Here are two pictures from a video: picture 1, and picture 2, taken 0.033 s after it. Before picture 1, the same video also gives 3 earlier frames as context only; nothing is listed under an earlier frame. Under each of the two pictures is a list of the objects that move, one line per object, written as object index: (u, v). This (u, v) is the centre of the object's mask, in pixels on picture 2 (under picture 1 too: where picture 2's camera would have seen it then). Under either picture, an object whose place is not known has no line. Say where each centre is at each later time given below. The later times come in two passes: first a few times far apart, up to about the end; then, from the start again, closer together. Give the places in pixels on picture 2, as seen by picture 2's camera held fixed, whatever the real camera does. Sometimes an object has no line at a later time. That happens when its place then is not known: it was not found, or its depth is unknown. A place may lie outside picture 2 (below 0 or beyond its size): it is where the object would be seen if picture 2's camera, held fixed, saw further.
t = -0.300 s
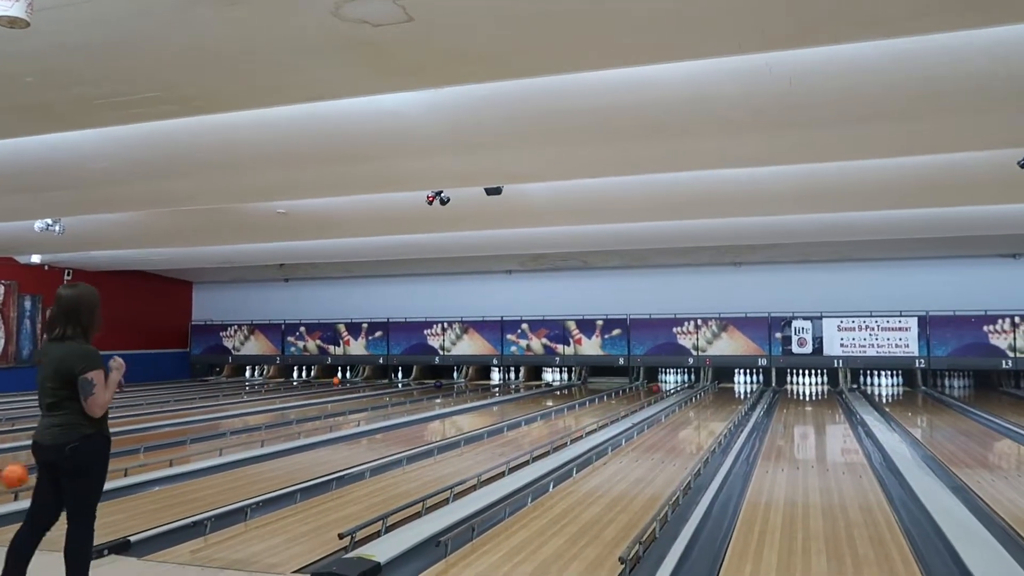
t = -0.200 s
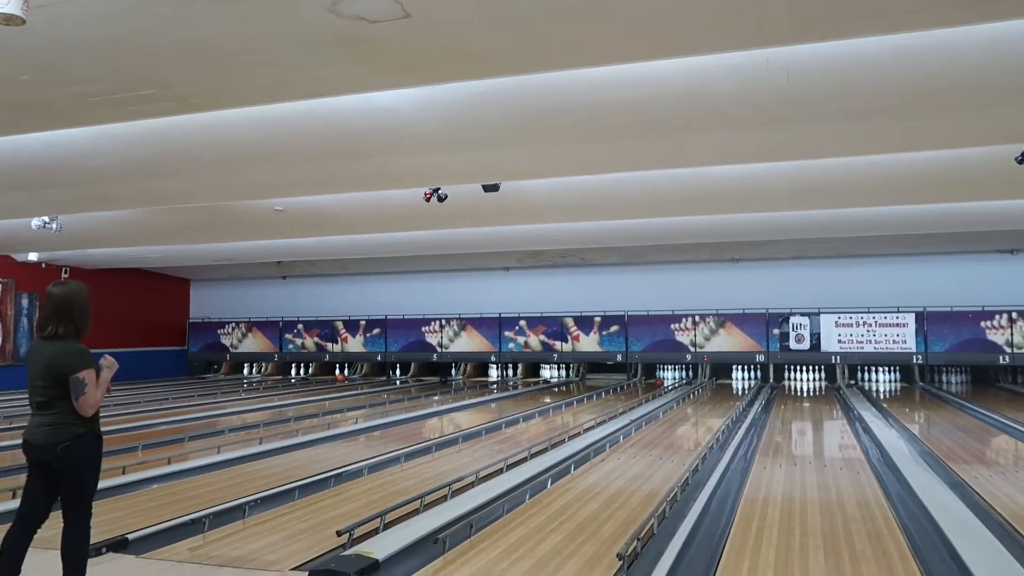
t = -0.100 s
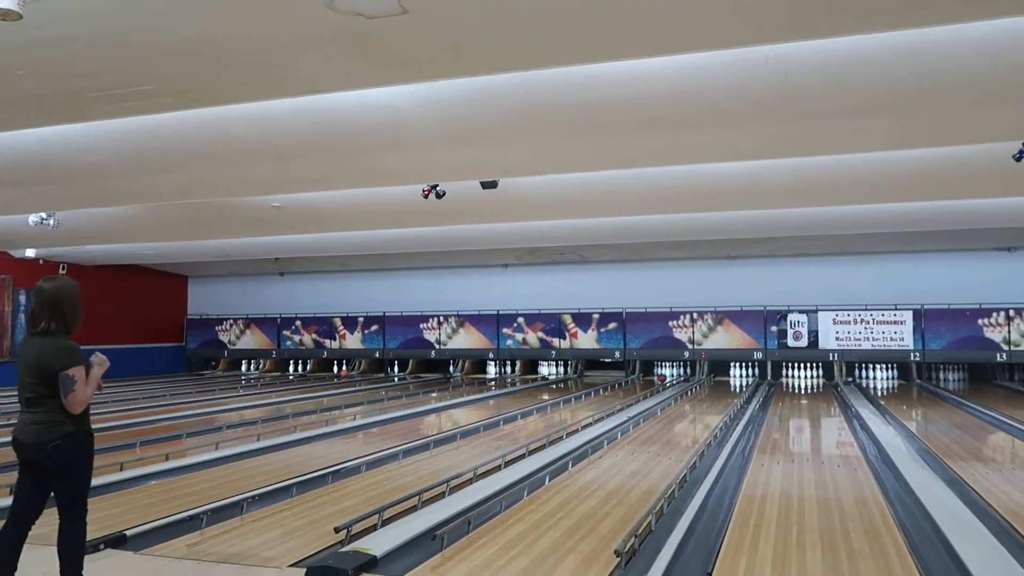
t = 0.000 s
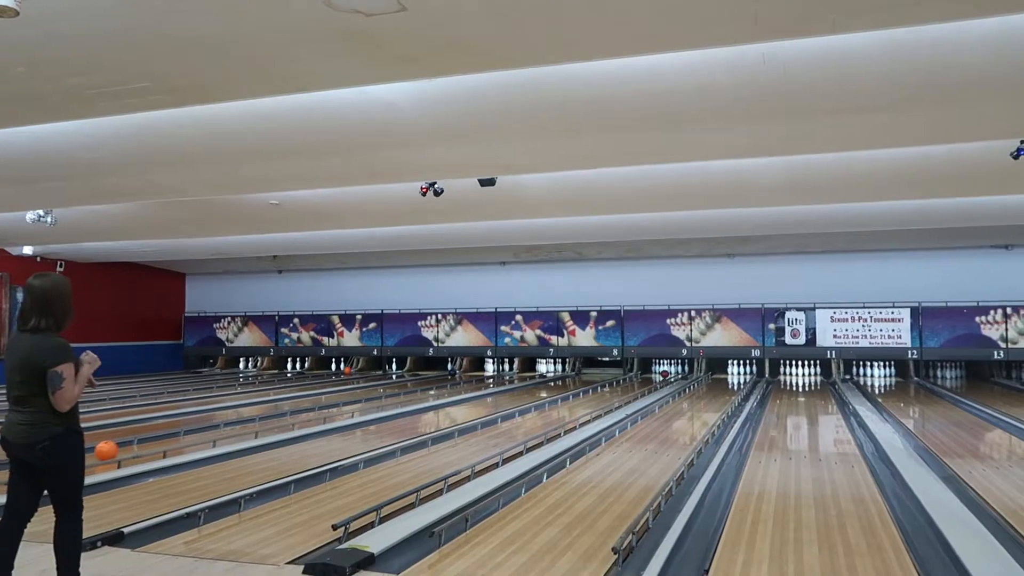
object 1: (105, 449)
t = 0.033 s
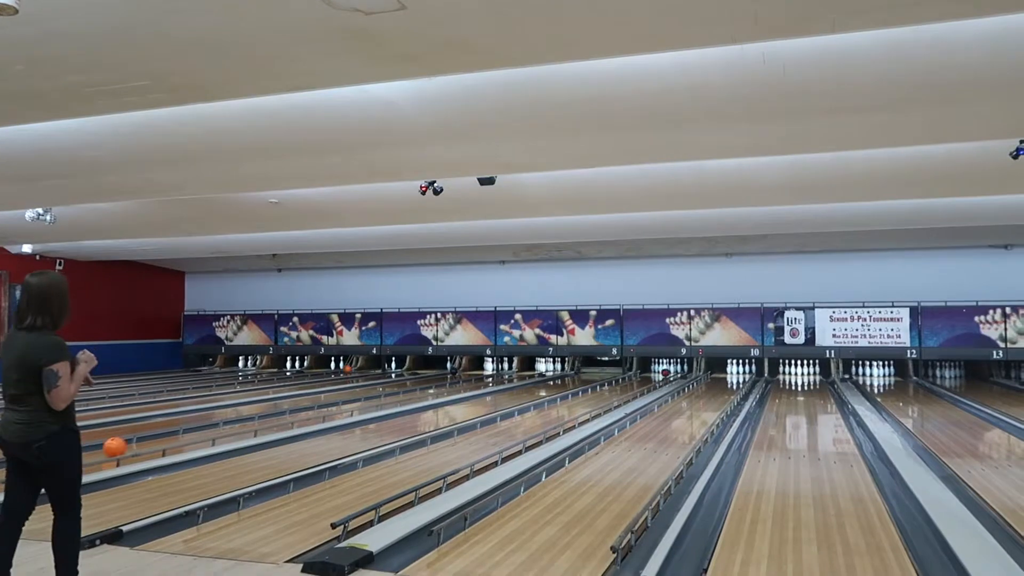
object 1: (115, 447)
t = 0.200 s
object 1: (158, 439)
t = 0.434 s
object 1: (209, 429)
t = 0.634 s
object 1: (244, 422)
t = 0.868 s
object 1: (281, 415)
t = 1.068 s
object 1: (307, 409)
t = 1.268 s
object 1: (331, 405)
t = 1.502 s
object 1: (354, 401)
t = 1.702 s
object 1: (372, 397)
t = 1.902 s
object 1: (389, 394)
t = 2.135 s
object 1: (406, 390)
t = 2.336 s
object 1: (419, 387)
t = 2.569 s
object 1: (434, 384)
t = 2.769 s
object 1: (445, 382)
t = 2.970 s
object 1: (455, 381)
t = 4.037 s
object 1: (491, 374)
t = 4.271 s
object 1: (499, 374)
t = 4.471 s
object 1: (505, 372)
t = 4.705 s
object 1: (512, 372)
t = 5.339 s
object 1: (528, 368)
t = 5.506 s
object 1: (532, 368)
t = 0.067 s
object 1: (124, 445)
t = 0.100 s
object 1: (133, 443)
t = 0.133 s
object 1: (141, 442)
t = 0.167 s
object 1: (150, 440)
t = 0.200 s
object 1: (158, 439)
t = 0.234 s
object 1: (166, 437)
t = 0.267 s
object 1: (174, 436)
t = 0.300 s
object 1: (181, 435)
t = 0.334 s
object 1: (189, 433)
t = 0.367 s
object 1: (195, 432)
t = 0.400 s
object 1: (202, 430)
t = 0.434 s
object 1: (209, 429)
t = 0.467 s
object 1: (215, 428)
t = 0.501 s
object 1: (221, 426)
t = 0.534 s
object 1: (227, 425)
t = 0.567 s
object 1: (233, 424)
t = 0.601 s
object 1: (239, 423)
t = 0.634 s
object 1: (244, 422)
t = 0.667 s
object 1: (250, 421)
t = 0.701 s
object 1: (256, 420)
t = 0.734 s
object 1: (261, 419)
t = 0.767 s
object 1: (266, 418)
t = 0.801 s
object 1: (271, 417)
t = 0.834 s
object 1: (275, 416)
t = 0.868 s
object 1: (281, 415)
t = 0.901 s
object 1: (286, 414)
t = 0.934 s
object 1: (289, 413)
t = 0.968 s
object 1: (294, 412)
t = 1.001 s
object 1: (299, 412)
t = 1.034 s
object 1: (303, 411)
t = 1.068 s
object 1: (307, 409)
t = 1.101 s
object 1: (310, 409)
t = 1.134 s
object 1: (315, 408)
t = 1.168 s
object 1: (319, 407)
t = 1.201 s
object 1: (323, 406)
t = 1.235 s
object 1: (327, 406)
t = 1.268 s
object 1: (331, 405)
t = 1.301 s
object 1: (334, 404)
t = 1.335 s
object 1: (337, 403)
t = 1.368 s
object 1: (340, 403)
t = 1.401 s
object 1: (344, 403)
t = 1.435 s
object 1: (348, 402)
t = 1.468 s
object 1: (351, 402)
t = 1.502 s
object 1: (354, 401)
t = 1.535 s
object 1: (357, 400)
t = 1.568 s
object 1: (360, 399)
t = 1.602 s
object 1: (363, 399)
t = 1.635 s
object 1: (367, 398)
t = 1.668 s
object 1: (369, 398)
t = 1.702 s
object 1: (372, 397)
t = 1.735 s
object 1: (375, 397)
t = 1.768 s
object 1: (378, 396)
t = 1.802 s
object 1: (381, 395)
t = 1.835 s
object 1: (383, 395)
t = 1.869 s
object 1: (386, 394)
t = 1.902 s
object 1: (389, 394)
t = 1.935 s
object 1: (391, 393)
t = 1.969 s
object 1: (394, 393)
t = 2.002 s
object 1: (397, 392)
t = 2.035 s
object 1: (399, 392)
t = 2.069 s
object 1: (402, 392)
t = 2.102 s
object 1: (404, 391)
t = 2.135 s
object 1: (406, 390)
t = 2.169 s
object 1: (408, 390)
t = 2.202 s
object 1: (411, 389)
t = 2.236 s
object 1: (413, 389)
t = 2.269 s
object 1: (415, 388)
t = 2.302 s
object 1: (418, 388)
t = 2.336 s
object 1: (419, 387)
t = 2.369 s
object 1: (422, 387)
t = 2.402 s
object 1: (424, 387)
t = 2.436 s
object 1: (425, 386)
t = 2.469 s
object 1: (428, 385)
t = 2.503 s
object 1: (430, 385)
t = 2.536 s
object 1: (432, 385)
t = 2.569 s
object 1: (434, 384)
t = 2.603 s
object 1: (435, 384)
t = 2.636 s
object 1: (438, 383)
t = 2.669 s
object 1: (440, 383)
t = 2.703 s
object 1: (441, 383)
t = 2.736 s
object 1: (444, 383)
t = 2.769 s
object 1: (445, 382)
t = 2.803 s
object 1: (447, 382)
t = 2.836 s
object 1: (449, 382)
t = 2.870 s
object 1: (451, 382)
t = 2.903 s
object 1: (452, 381)
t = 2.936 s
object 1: (454, 381)
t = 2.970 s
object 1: (455, 381)
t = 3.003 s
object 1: (457, 380)
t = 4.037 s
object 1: (491, 374)
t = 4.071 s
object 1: (492, 373)
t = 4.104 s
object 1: (492, 374)
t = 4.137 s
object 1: (493, 374)
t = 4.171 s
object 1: (494, 373)
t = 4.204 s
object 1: (497, 374)
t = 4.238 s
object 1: (497, 374)
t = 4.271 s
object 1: (499, 374)
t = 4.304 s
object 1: (499, 374)
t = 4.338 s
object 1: (501, 374)
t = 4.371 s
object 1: (502, 373)
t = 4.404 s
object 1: (504, 372)
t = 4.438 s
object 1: (504, 372)
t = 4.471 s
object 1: (505, 372)
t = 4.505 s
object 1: (506, 371)
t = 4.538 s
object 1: (506, 372)
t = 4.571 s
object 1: (507, 372)
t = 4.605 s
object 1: (507, 372)
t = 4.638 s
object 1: (510, 372)
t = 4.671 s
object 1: (509, 371)
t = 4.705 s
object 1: (512, 372)
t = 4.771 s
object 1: (512, 371)
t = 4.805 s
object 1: (514, 371)
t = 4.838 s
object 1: (514, 371)
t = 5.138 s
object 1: (523, 368)
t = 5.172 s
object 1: (524, 368)
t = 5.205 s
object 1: (525, 368)
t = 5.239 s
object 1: (526, 368)
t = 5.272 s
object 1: (526, 368)
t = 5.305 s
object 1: (527, 368)
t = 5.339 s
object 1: (528, 368)
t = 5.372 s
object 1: (529, 368)
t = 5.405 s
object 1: (530, 368)
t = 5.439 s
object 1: (531, 368)
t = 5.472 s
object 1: (531, 368)
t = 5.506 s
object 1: (532, 368)
